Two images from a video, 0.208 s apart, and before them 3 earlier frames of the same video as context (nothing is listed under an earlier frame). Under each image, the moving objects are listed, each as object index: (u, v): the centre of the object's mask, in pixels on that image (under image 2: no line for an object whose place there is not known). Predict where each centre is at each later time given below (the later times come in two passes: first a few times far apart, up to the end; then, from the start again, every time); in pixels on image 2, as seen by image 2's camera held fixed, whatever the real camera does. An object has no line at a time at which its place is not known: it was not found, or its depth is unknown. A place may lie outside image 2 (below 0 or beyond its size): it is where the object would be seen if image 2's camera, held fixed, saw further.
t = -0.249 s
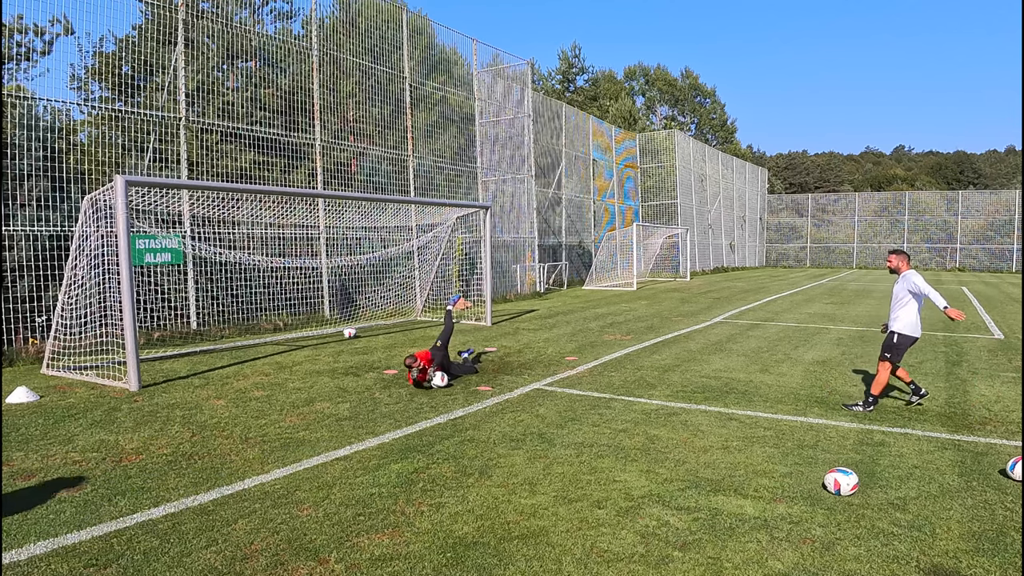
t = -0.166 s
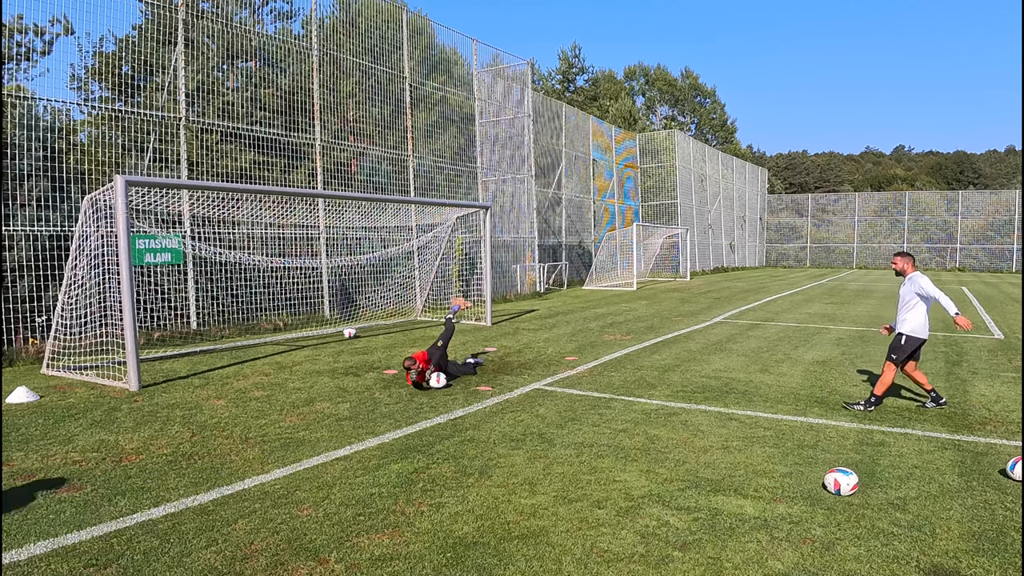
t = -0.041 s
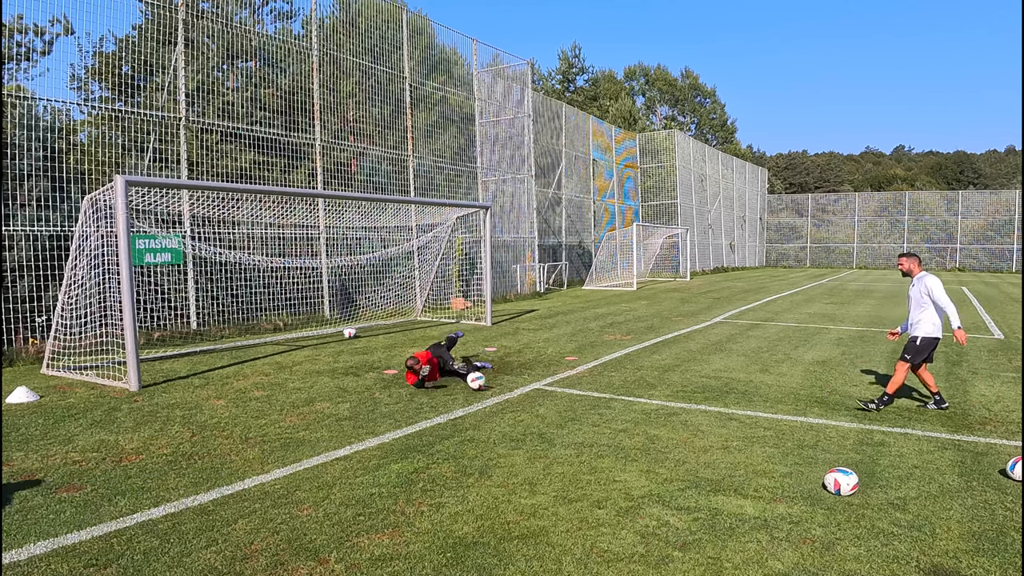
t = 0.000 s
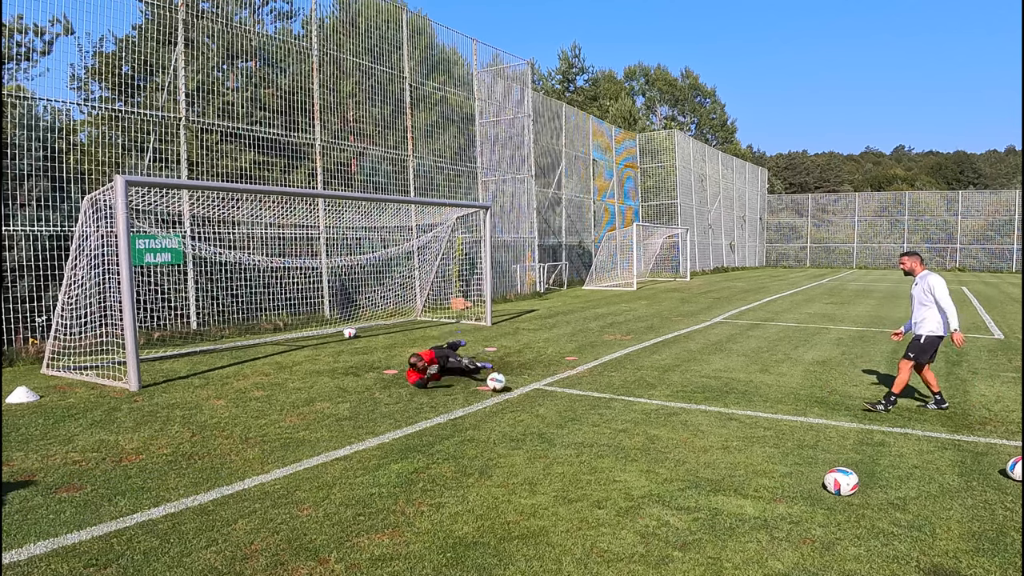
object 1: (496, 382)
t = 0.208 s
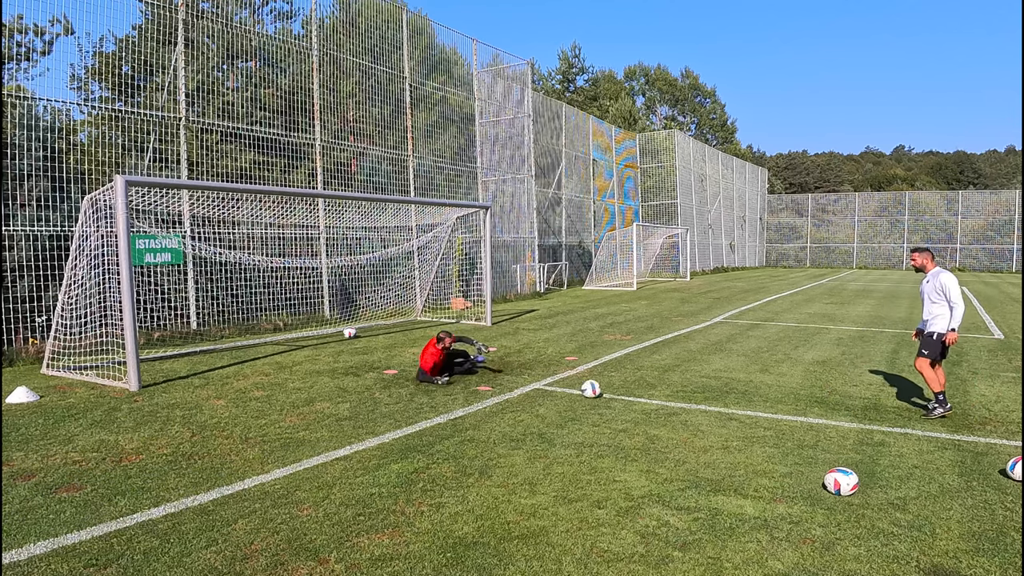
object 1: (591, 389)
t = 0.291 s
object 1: (623, 390)
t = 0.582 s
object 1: (722, 395)
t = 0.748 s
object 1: (777, 397)
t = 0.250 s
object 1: (608, 390)
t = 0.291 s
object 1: (623, 390)
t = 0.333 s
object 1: (638, 391)
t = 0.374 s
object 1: (653, 392)
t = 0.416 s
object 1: (667, 394)
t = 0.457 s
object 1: (681, 393)
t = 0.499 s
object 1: (695, 393)
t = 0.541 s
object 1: (709, 394)
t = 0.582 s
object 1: (722, 395)
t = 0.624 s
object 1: (736, 397)
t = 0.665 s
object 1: (750, 396)
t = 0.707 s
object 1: (763, 397)
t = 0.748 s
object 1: (777, 397)
